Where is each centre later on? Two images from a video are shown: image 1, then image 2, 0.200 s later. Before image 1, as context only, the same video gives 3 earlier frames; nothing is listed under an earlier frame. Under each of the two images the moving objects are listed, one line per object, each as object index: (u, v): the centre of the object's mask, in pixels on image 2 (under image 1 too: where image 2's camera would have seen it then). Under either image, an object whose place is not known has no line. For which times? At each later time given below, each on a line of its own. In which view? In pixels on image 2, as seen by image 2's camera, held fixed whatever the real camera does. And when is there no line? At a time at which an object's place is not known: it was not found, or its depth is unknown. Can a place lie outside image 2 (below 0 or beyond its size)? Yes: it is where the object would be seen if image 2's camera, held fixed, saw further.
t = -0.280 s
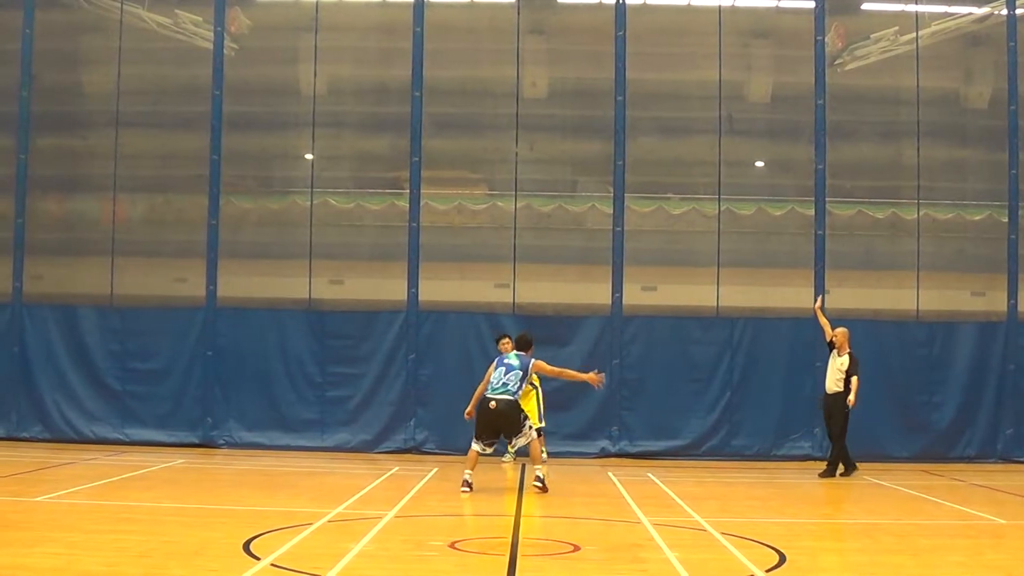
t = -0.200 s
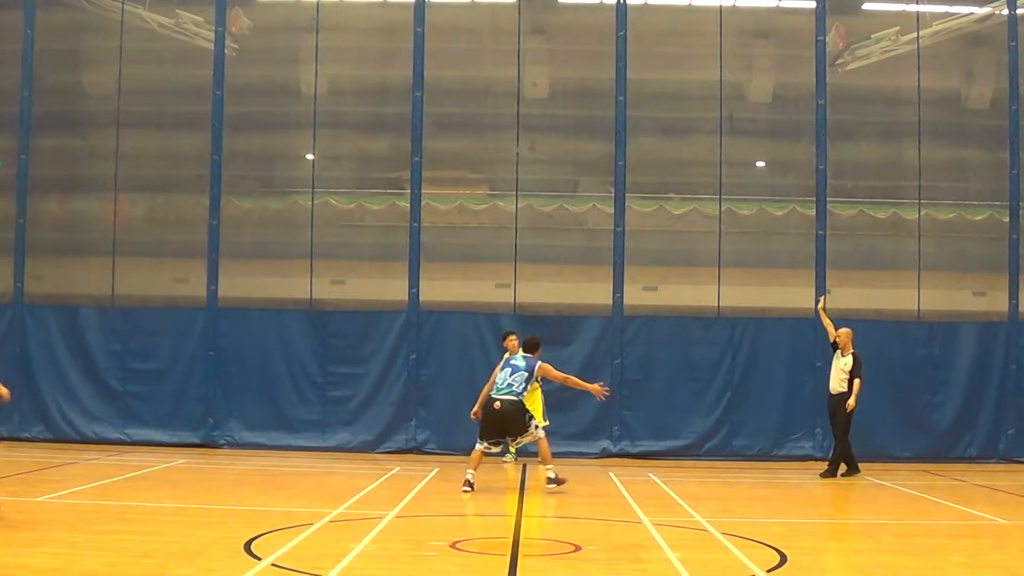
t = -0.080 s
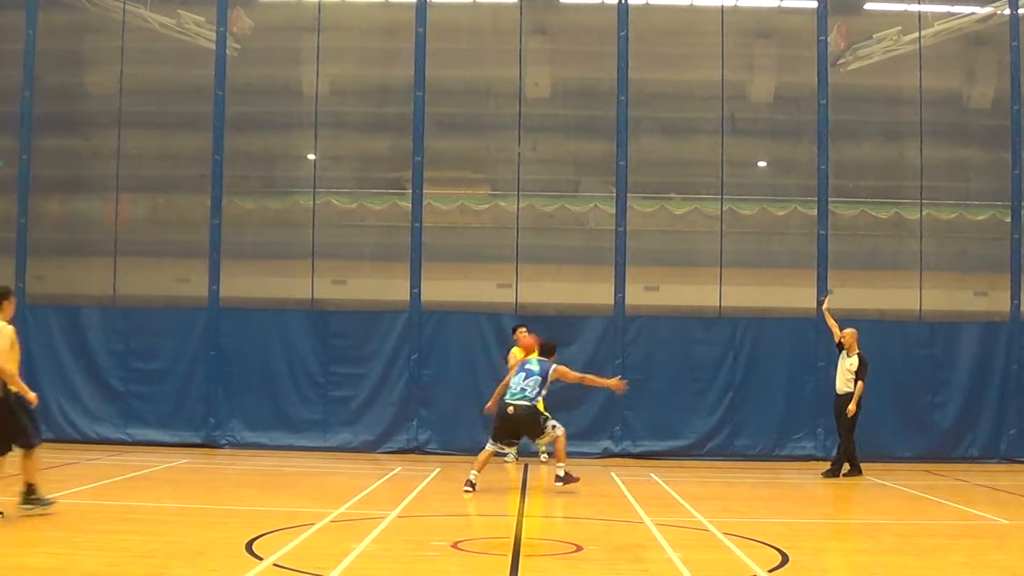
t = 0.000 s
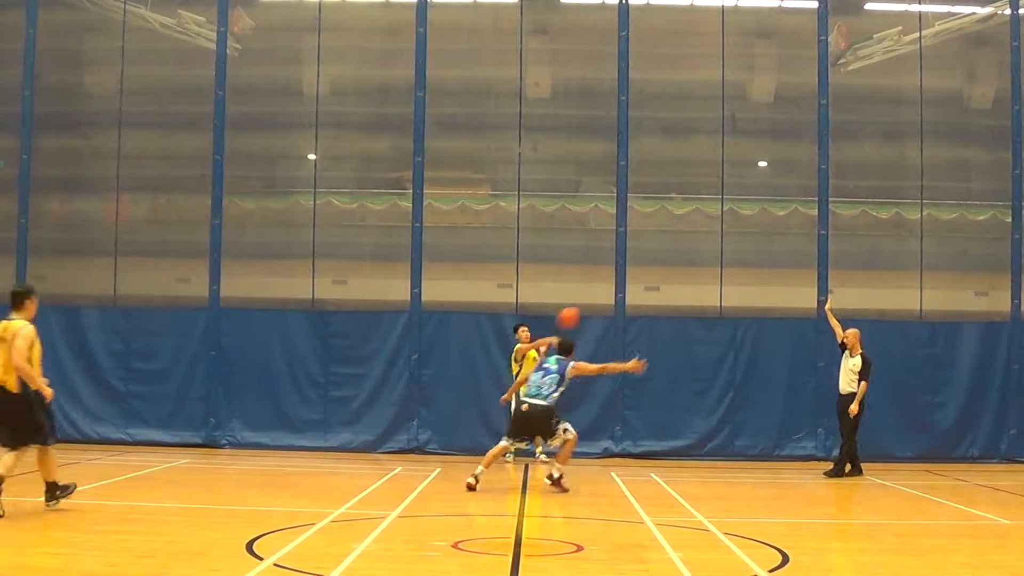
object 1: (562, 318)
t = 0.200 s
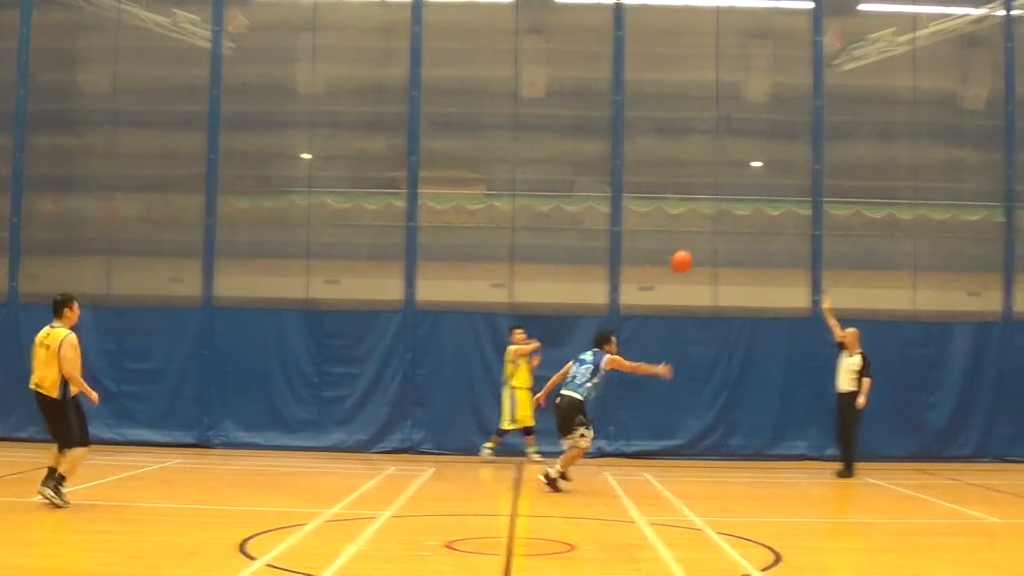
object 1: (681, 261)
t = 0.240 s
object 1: (708, 253)
